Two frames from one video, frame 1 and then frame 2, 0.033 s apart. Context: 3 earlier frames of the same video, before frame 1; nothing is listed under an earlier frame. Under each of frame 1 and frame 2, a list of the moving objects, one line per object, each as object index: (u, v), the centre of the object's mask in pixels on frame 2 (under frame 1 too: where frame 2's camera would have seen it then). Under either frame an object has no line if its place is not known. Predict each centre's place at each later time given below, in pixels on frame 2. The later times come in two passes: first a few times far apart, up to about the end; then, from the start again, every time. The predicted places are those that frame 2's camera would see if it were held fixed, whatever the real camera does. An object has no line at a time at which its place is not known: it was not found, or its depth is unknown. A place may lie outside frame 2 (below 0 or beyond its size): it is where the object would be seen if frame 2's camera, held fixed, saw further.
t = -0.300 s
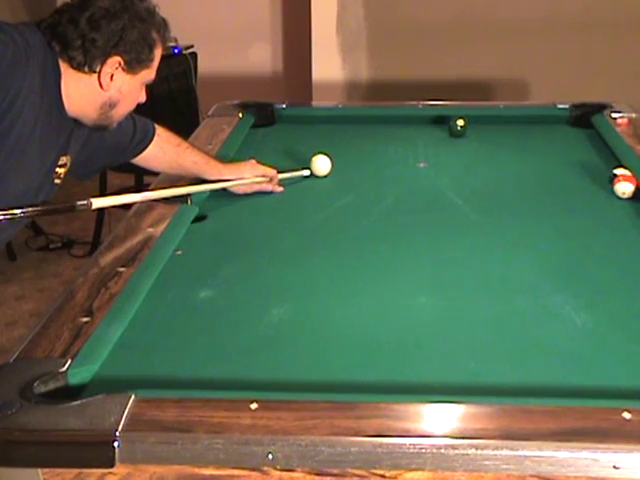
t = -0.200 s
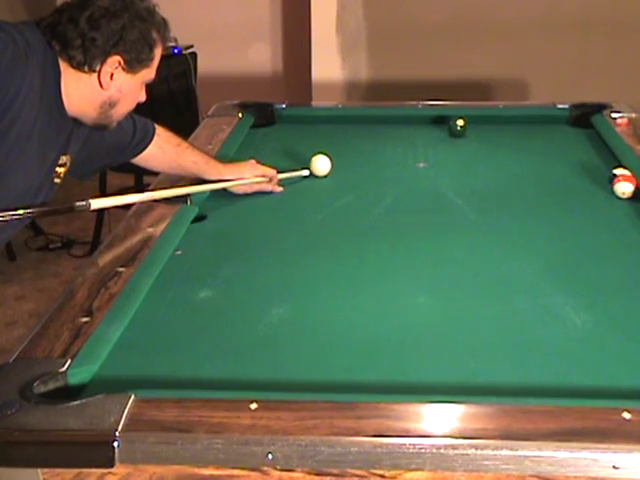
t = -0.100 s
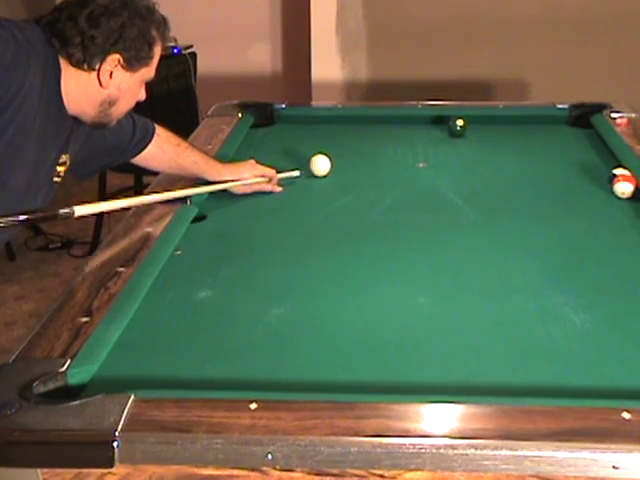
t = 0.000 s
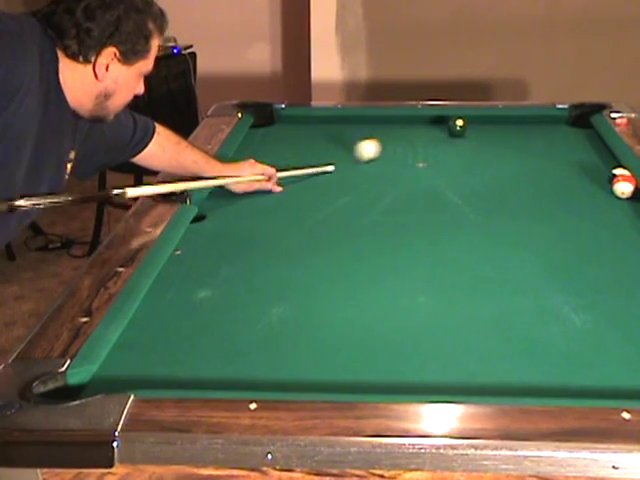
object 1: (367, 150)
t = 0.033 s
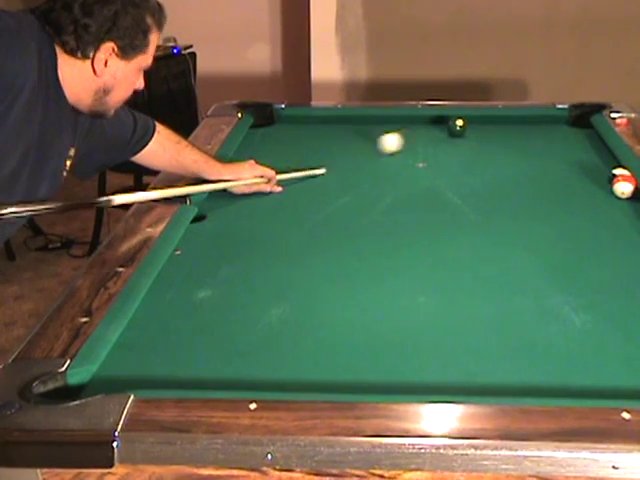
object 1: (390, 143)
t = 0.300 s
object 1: (401, 124)
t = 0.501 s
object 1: (350, 137)
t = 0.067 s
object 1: (411, 136)
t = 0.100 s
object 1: (432, 130)
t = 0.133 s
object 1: (435, 125)
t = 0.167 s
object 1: (430, 121)
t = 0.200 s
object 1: (424, 118)
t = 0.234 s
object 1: (417, 119)
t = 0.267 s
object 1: (409, 122)
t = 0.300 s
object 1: (401, 124)
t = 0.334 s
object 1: (393, 126)
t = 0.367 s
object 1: (384, 128)
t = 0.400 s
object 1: (376, 131)
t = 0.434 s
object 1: (367, 133)
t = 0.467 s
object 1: (359, 135)
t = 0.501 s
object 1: (350, 137)
